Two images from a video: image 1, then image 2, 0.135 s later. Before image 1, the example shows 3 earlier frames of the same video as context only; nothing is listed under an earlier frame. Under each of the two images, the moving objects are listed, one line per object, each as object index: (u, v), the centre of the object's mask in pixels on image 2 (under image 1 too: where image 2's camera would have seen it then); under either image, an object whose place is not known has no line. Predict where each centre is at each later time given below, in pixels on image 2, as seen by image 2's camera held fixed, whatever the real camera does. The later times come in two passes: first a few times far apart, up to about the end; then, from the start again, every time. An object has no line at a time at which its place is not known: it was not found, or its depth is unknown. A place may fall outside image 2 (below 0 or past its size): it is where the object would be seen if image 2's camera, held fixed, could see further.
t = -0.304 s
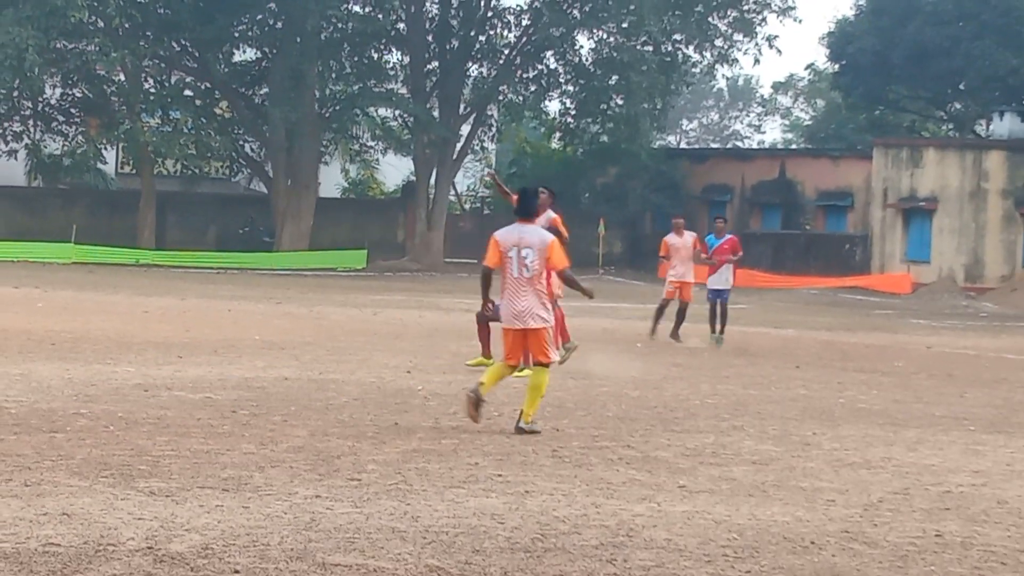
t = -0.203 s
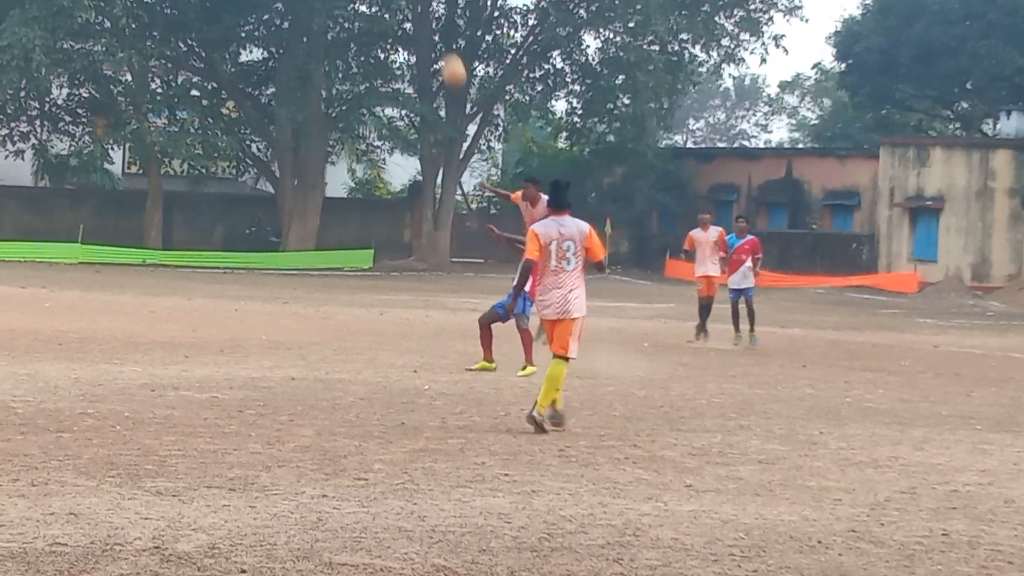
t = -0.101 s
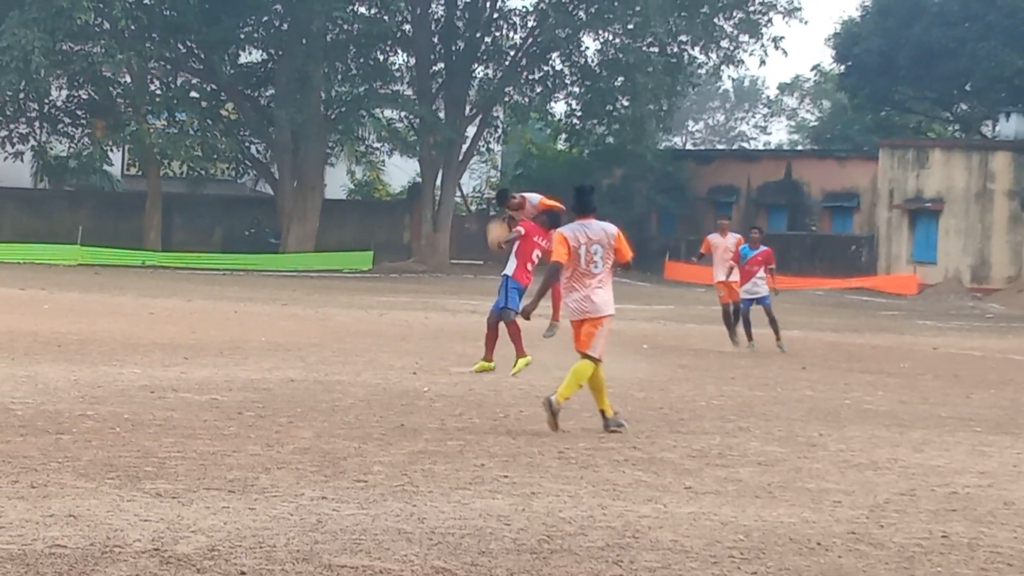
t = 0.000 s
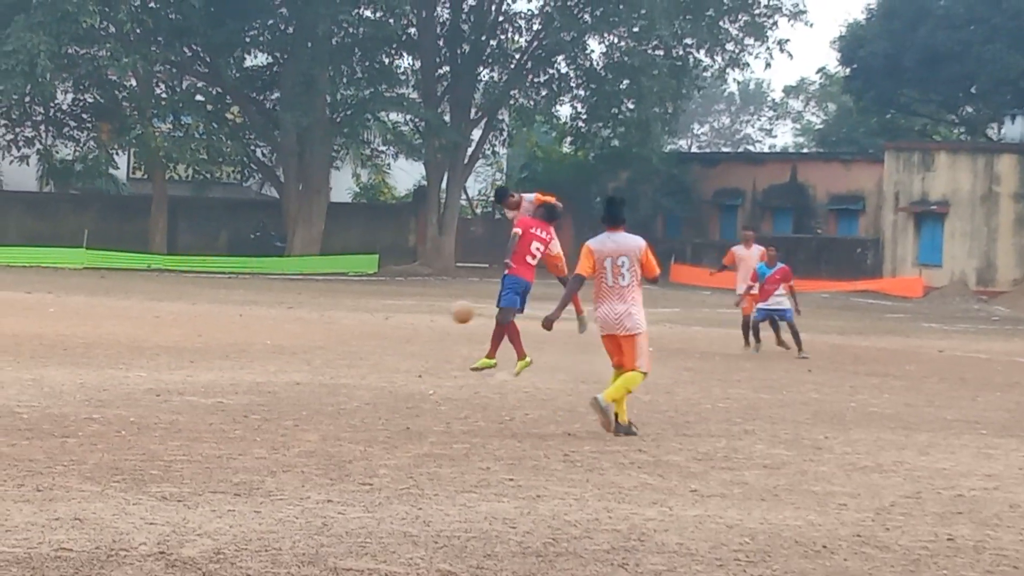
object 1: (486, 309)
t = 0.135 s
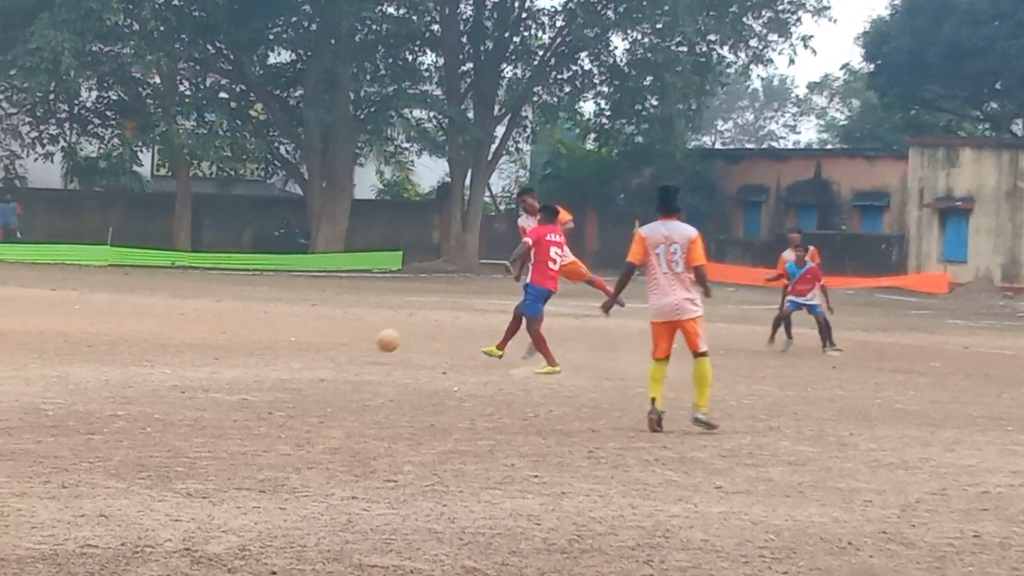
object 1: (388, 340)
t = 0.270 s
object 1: (310, 326)
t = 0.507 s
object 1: (185, 295)
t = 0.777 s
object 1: (46, 335)
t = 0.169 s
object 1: (364, 352)
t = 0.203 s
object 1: (345, 345)
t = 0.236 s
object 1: (327, 335)
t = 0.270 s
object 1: (310, 326)
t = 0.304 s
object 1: (292, 318)
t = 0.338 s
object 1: (274, 312)
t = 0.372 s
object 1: (257, 306)
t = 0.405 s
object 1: (239, 301)
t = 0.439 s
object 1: (221, 299)
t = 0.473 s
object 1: (203, 297)
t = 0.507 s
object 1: (185, 295)
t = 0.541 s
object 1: (167, 296)
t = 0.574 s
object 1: (149, 297)
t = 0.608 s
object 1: (131, 300)
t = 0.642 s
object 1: (113, 304)
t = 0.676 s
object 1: (98, 311)
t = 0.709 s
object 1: (80, 317)
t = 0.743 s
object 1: (64, 326)
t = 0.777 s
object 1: (46, 335)
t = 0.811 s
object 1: (27, 333)
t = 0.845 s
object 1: (10, 327)
